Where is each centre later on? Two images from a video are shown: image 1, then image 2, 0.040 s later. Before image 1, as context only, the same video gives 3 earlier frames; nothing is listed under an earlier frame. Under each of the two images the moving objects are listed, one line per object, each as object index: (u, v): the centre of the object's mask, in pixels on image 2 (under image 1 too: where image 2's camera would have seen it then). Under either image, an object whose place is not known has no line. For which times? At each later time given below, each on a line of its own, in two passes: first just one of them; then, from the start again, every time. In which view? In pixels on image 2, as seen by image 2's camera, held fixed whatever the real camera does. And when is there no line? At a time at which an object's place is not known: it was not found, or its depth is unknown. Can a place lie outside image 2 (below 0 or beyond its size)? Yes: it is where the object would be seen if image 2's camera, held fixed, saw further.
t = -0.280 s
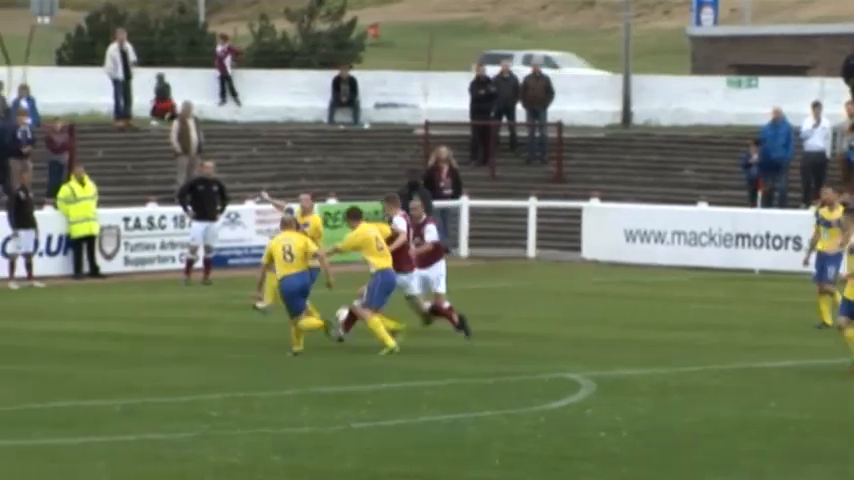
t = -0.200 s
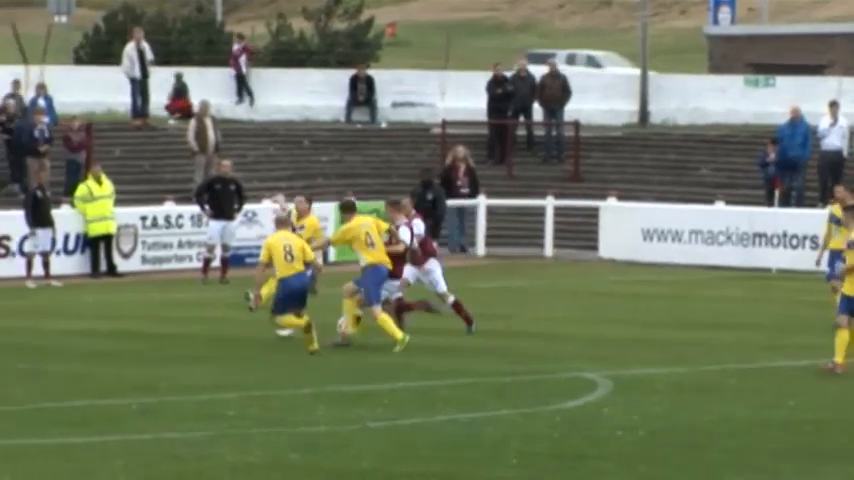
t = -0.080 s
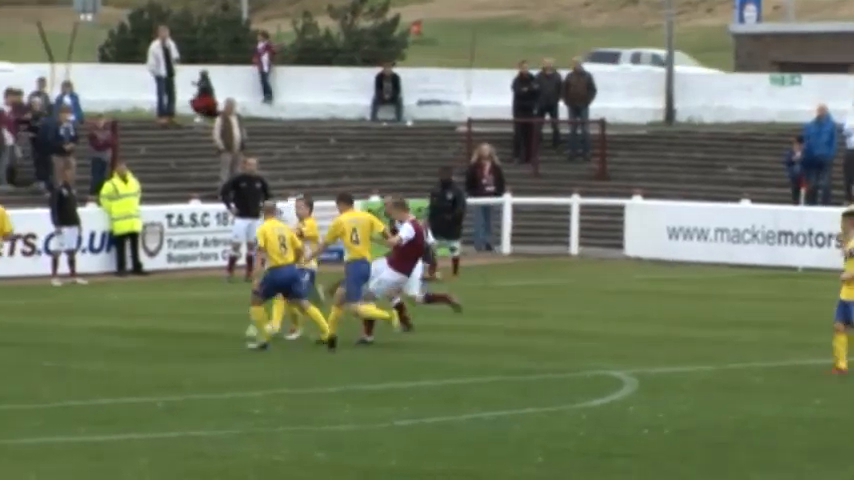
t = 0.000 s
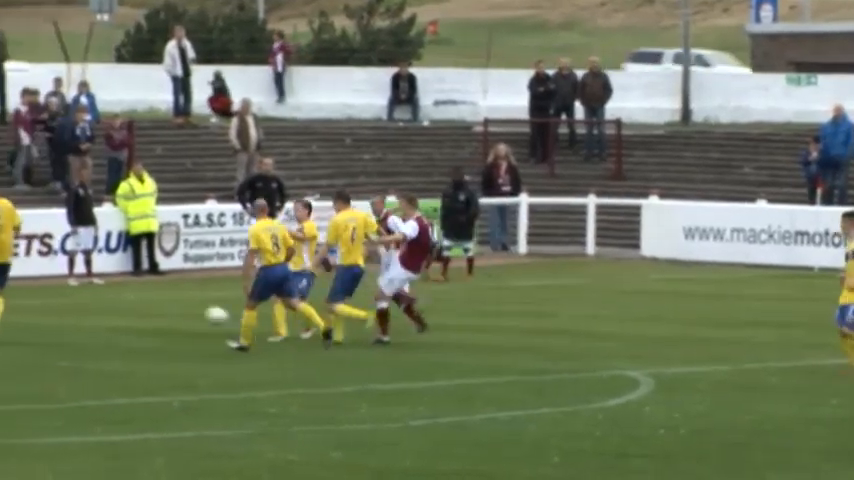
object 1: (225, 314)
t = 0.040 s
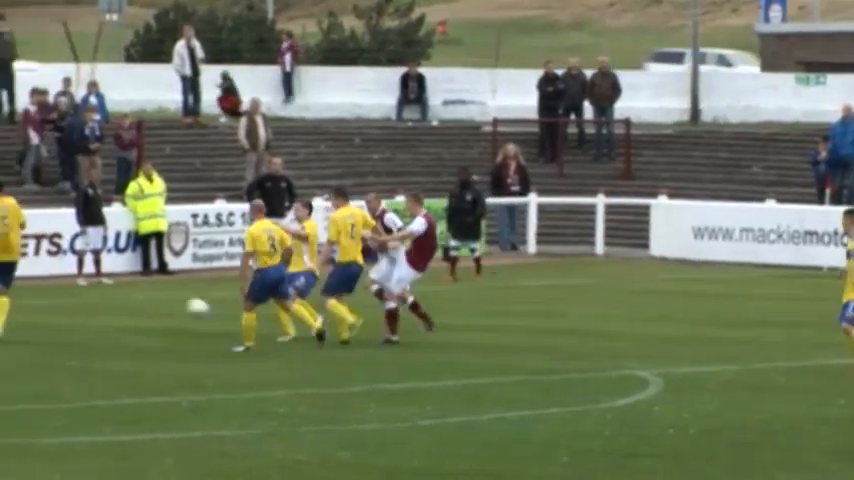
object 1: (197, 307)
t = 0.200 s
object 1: (84, 292)
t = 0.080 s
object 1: (169, 301)
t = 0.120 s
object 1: (140, 297)
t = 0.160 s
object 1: (112, 293)
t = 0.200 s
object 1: (84, 292)
